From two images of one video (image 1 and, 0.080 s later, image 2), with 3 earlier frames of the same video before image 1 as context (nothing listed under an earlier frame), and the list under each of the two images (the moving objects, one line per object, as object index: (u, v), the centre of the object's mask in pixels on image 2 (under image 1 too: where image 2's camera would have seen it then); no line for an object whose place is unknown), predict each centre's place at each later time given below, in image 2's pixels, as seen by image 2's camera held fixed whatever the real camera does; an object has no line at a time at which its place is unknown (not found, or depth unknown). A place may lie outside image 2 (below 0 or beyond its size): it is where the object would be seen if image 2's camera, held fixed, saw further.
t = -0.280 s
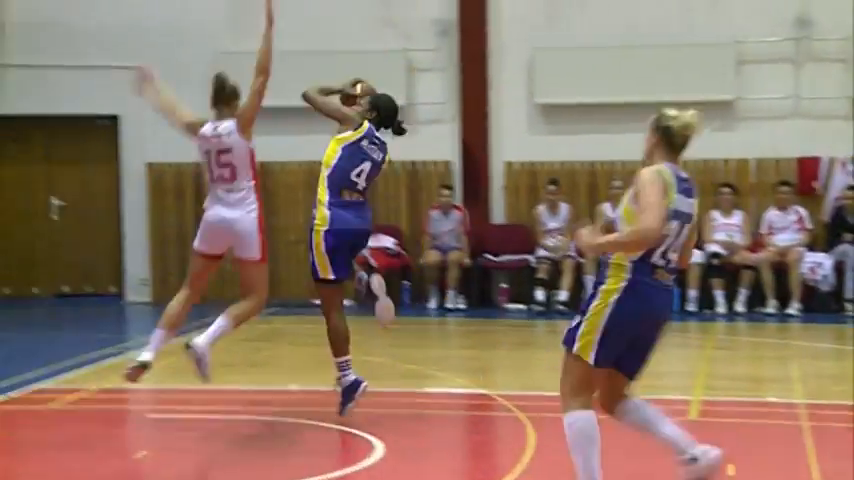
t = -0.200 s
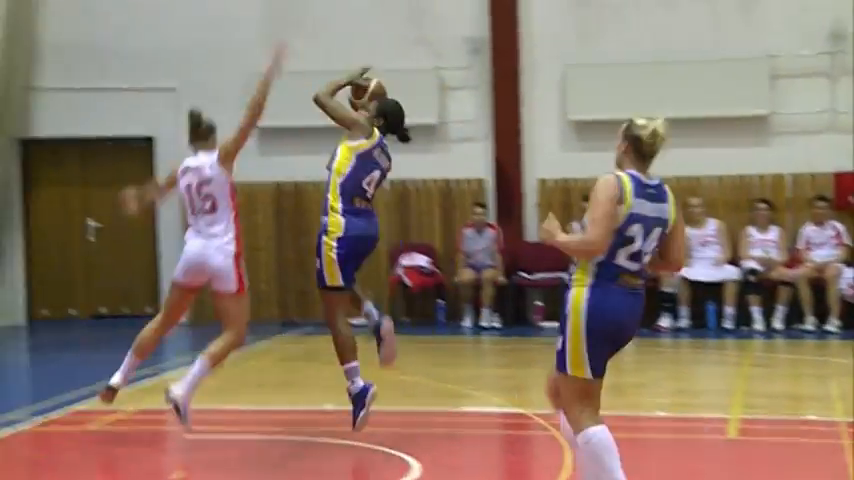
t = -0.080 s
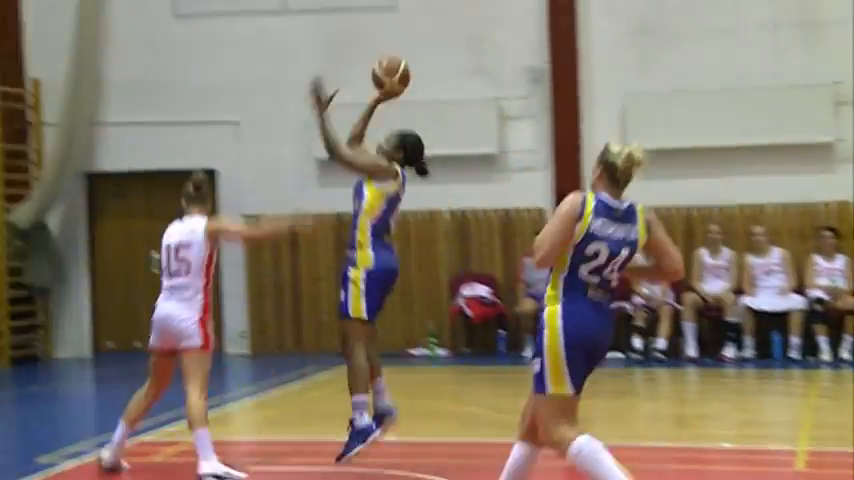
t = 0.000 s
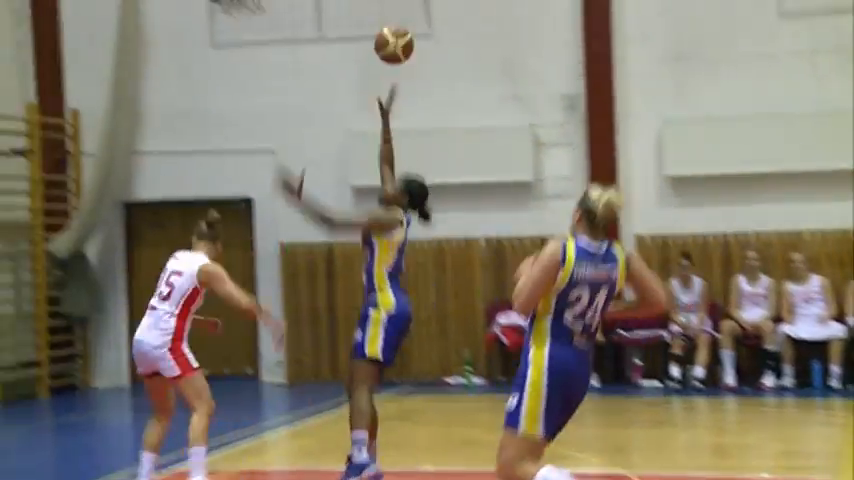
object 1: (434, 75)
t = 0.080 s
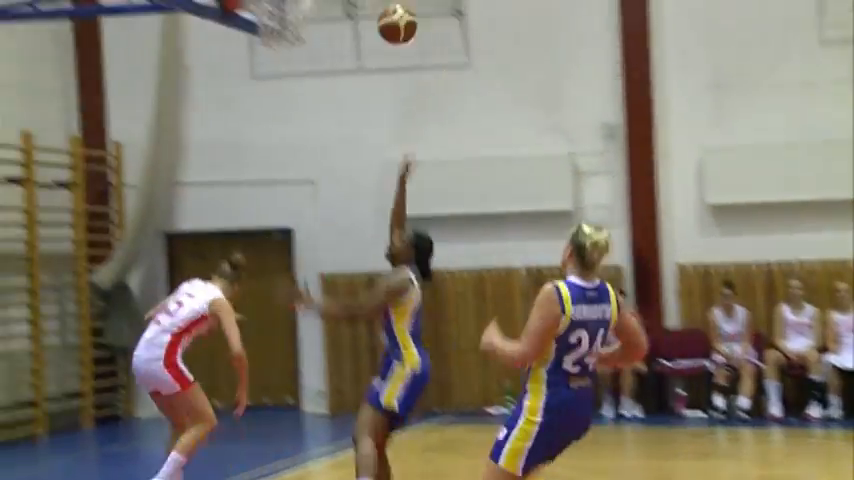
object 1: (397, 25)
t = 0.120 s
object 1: (378, 2)
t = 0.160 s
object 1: (361, -18)
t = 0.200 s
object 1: (342, -35)
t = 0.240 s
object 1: (323, -48)
